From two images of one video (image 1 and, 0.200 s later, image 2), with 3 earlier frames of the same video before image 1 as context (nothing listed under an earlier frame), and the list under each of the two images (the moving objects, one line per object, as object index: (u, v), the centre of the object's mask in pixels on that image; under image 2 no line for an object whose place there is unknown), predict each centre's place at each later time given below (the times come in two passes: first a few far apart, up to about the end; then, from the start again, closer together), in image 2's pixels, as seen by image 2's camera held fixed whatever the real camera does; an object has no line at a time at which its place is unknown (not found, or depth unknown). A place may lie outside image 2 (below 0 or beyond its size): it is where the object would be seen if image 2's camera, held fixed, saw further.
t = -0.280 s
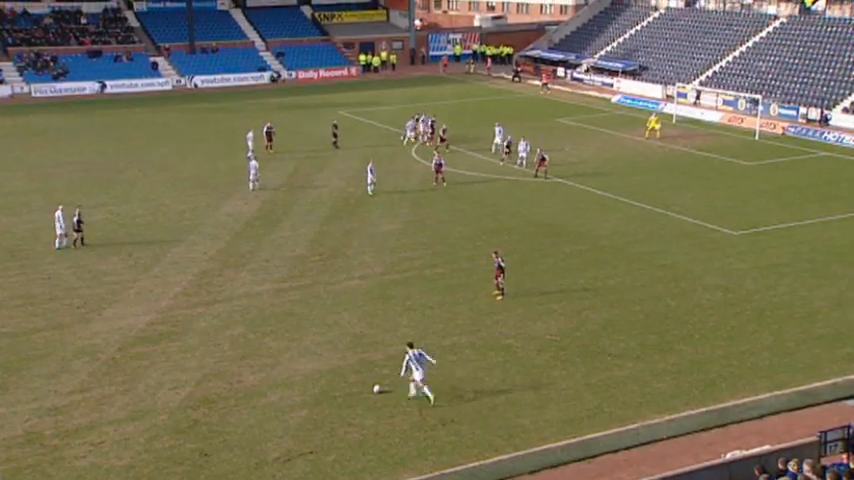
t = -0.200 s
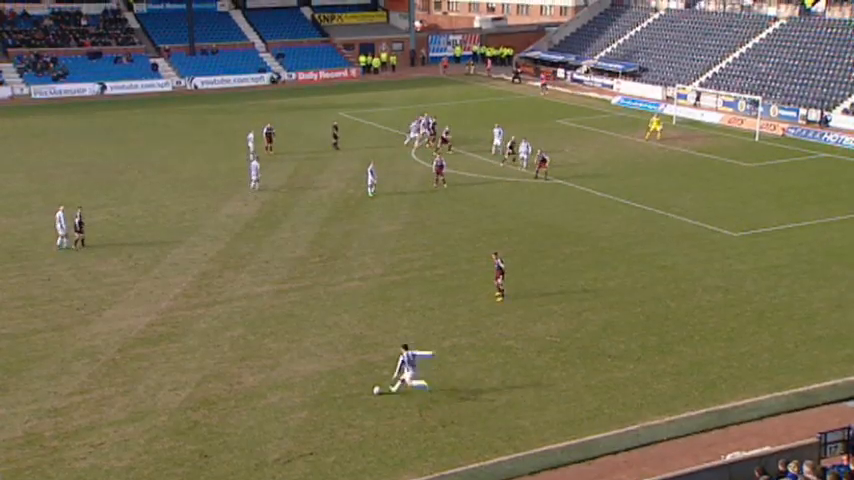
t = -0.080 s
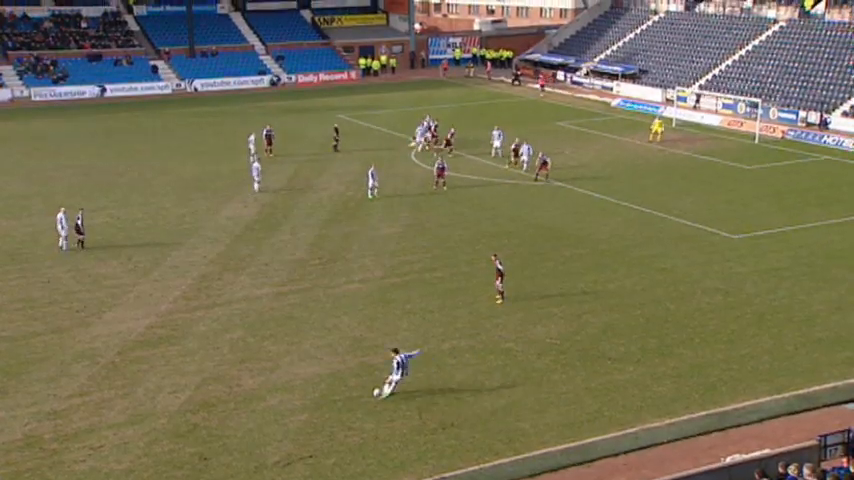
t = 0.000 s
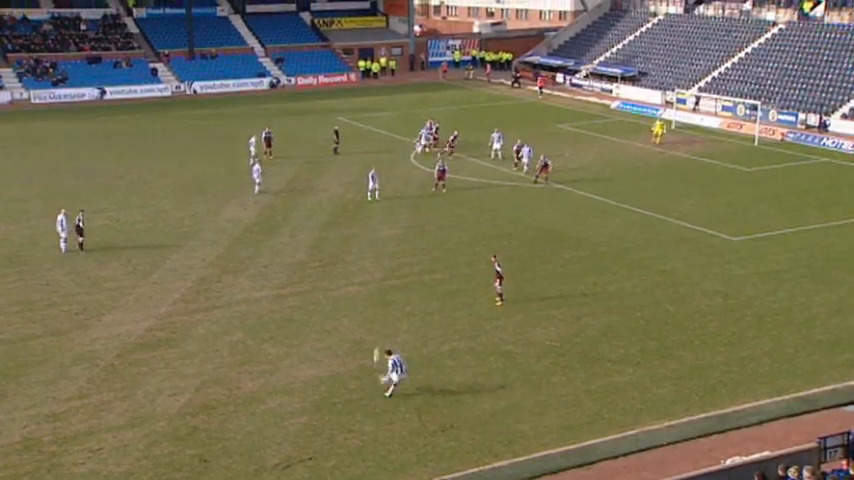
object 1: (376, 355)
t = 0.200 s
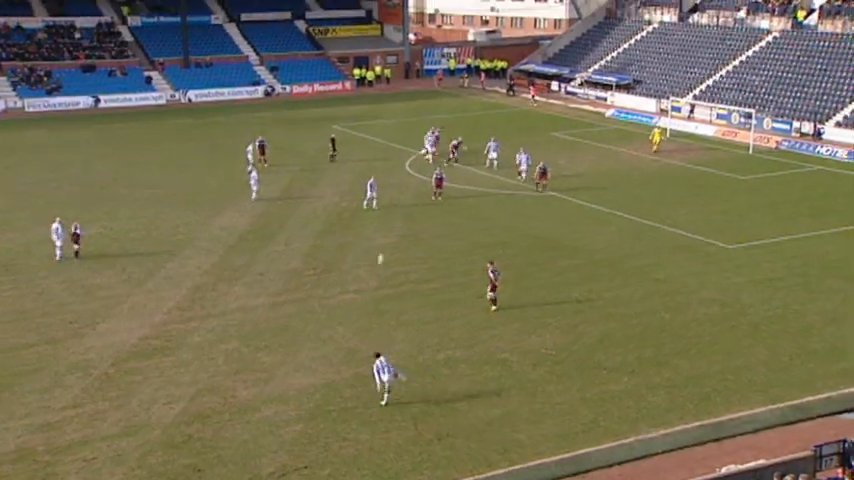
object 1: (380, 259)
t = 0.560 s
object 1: (409, 154)
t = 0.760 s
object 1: (428, 122)
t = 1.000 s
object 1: (452, 99)
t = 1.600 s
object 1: (520, 103)
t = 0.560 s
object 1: (409, 154)
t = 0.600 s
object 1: (413, 146)
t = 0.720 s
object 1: (425, 127)
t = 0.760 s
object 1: (428, 122)
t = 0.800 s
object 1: (432, 117)
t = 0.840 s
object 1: (436, 112)
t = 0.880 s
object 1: (441, 107)
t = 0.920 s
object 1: (444, 104)
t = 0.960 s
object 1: (449, 101)
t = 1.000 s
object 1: (452, 99)
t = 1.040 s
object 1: (456, 97)
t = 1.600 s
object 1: (520, 103)
